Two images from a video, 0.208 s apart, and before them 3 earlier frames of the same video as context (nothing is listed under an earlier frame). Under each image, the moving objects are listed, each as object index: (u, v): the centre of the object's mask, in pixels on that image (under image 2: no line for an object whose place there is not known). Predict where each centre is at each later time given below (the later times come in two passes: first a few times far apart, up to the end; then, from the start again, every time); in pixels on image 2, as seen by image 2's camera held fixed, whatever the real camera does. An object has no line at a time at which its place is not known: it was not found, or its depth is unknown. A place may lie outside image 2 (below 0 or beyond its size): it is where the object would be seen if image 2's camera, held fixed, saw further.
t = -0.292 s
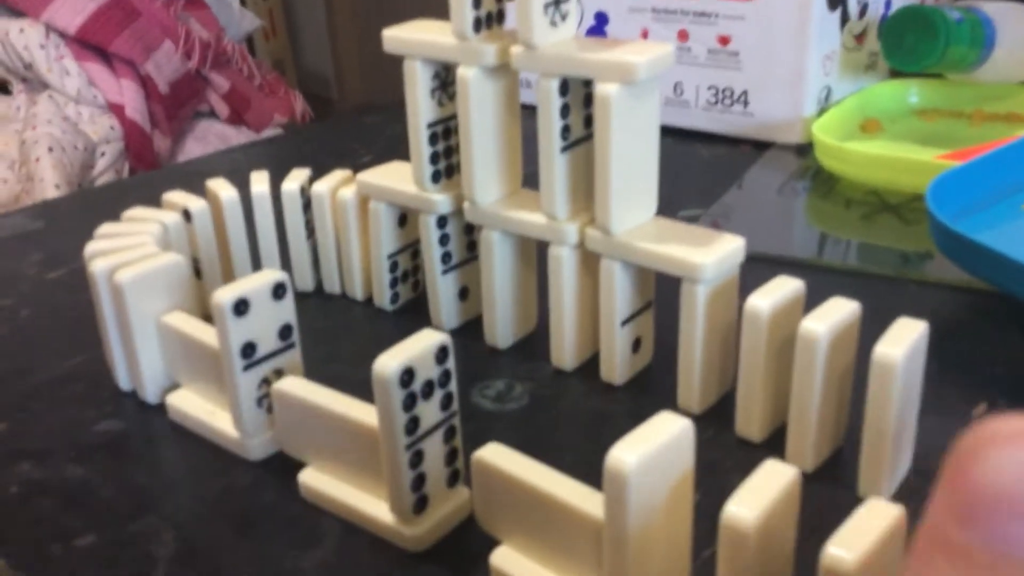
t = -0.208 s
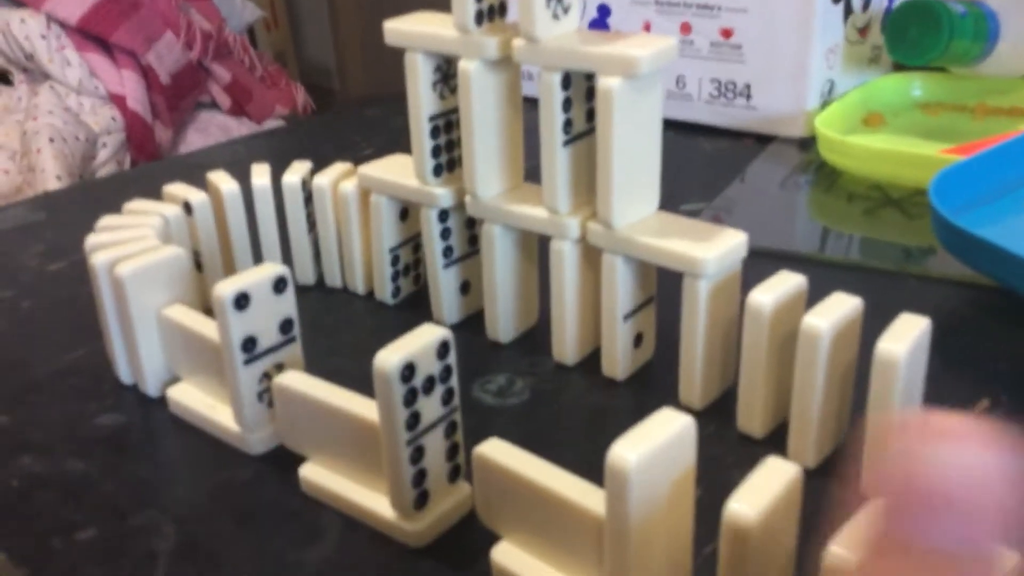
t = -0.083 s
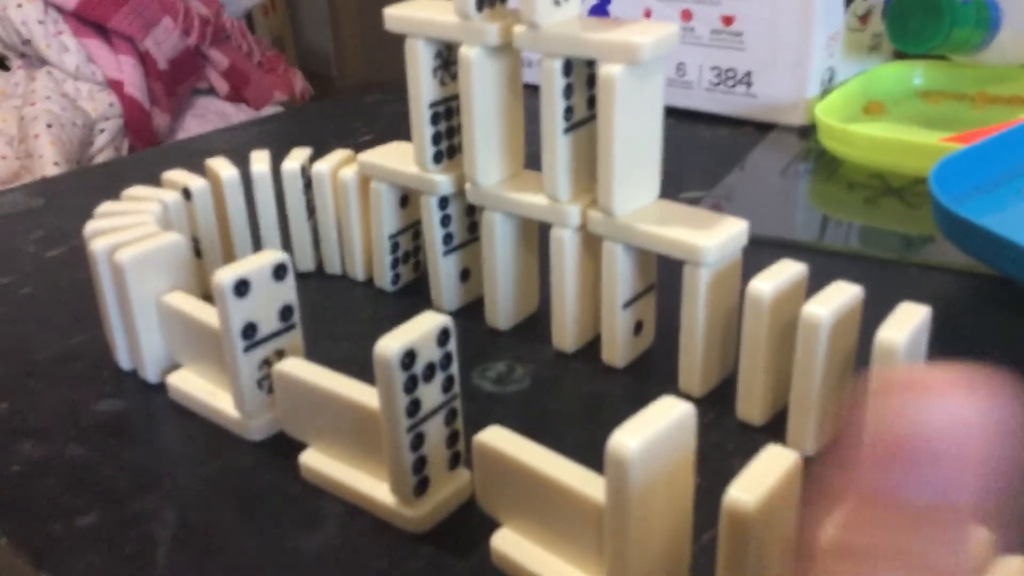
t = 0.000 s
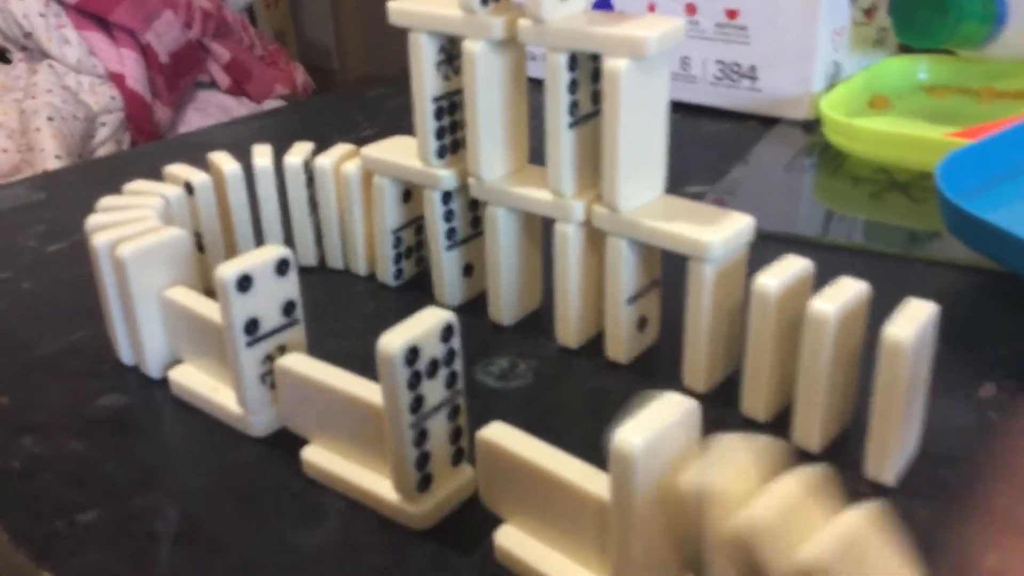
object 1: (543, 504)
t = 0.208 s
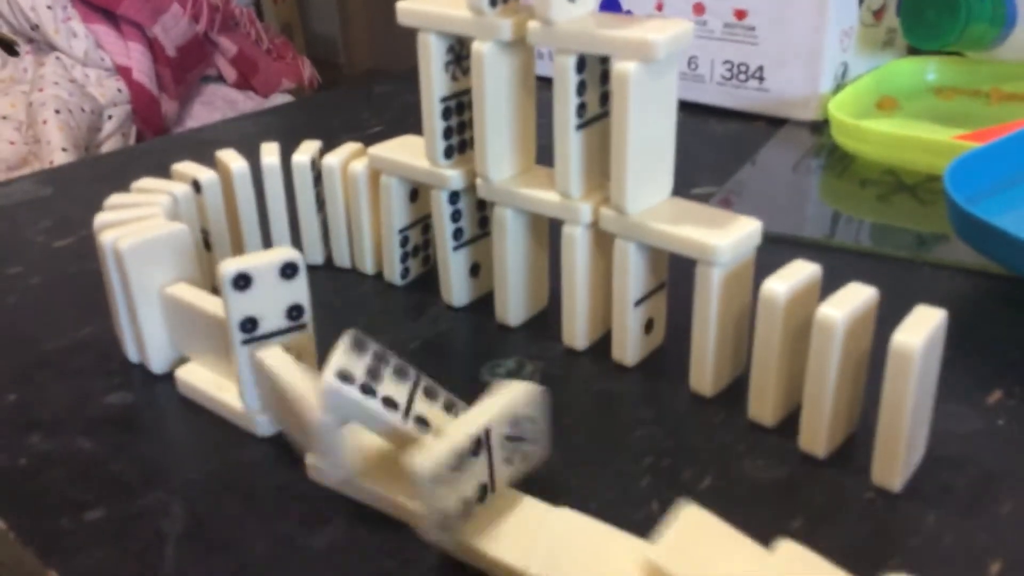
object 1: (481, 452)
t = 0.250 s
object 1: (481, 454)
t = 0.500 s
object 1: (501, 445)
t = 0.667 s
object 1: (533, 428)
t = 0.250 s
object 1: (481, 454)
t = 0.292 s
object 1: (484, 453)
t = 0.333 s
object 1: (486, 451)
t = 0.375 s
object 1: (491, 450)
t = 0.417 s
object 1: (495, 449)
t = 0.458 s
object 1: (498, 446)
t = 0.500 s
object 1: (501, 445)
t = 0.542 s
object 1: (507, 442)
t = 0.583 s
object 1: (515, 440)
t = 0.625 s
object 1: (532, 447)
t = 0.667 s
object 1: (533, 428)
